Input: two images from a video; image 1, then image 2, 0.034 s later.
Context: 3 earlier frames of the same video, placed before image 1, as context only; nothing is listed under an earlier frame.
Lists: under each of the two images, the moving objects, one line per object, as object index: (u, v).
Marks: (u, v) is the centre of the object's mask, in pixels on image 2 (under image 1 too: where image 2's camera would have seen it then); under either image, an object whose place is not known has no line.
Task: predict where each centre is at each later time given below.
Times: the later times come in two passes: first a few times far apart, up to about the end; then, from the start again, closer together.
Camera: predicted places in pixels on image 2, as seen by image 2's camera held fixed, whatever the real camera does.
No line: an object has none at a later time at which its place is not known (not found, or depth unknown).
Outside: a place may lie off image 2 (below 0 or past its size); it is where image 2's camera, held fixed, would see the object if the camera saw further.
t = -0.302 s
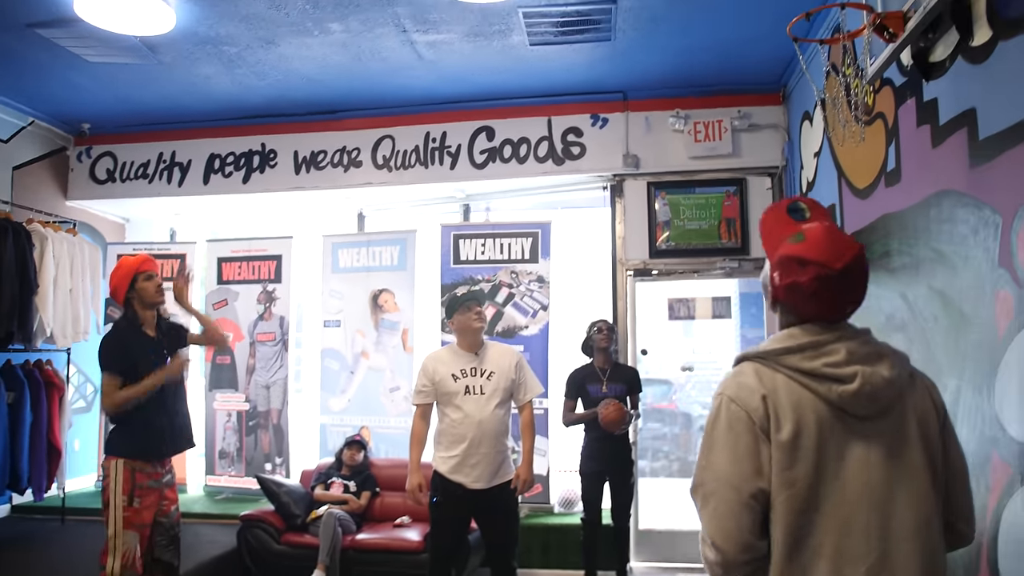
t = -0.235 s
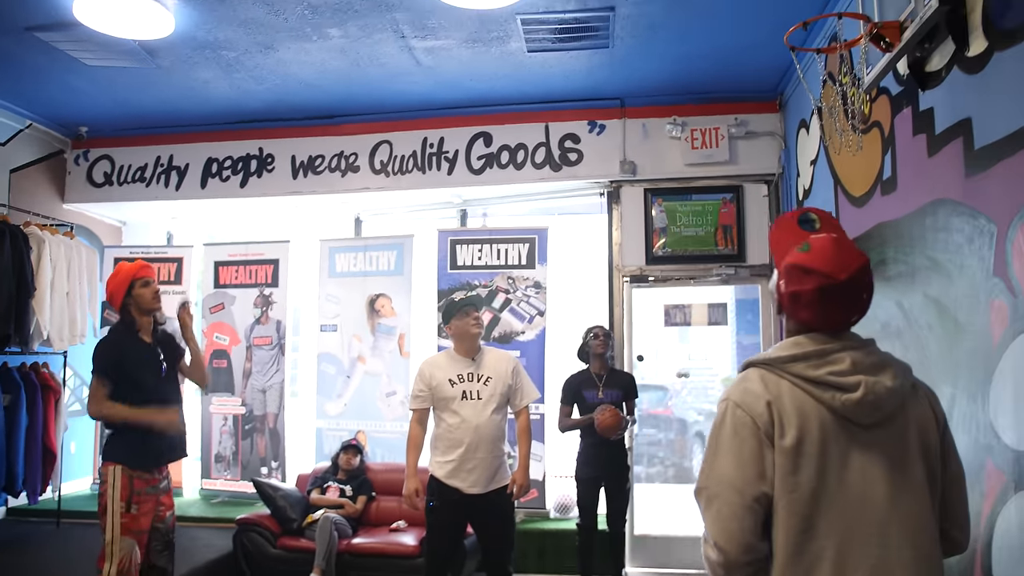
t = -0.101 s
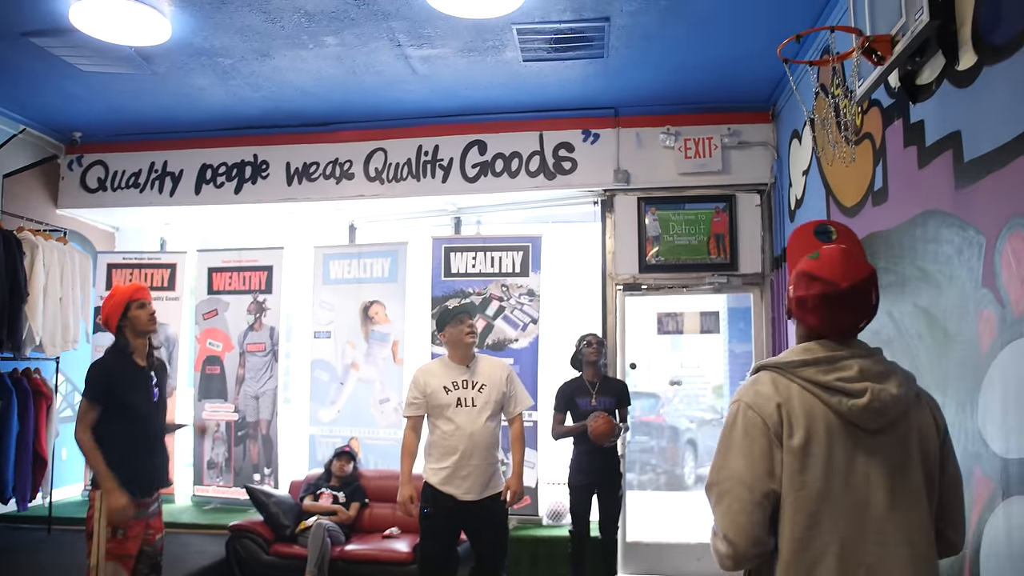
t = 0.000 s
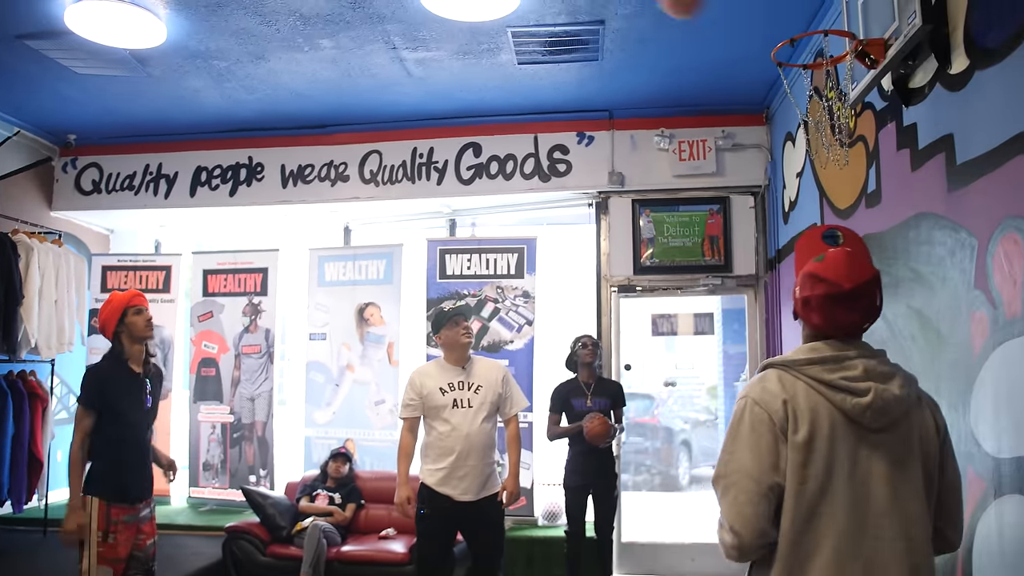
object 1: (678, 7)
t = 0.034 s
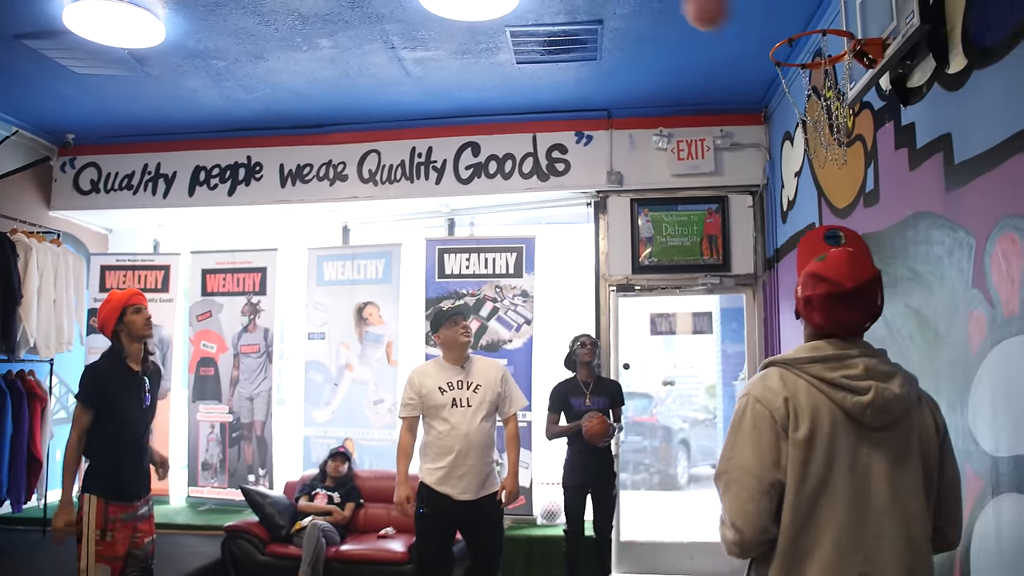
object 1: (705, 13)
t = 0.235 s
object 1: (750, 21)
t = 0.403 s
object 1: (737, 47)
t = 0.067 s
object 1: (732, 23)
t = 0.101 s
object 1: (760, 39)
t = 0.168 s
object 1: (756, 27)
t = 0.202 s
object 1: (753, 22)
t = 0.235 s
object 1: (750, 21)
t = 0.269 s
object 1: (747, 21)
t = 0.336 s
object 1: (742, 29)
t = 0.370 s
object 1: (739, 37)
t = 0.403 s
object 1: (737, 47)
